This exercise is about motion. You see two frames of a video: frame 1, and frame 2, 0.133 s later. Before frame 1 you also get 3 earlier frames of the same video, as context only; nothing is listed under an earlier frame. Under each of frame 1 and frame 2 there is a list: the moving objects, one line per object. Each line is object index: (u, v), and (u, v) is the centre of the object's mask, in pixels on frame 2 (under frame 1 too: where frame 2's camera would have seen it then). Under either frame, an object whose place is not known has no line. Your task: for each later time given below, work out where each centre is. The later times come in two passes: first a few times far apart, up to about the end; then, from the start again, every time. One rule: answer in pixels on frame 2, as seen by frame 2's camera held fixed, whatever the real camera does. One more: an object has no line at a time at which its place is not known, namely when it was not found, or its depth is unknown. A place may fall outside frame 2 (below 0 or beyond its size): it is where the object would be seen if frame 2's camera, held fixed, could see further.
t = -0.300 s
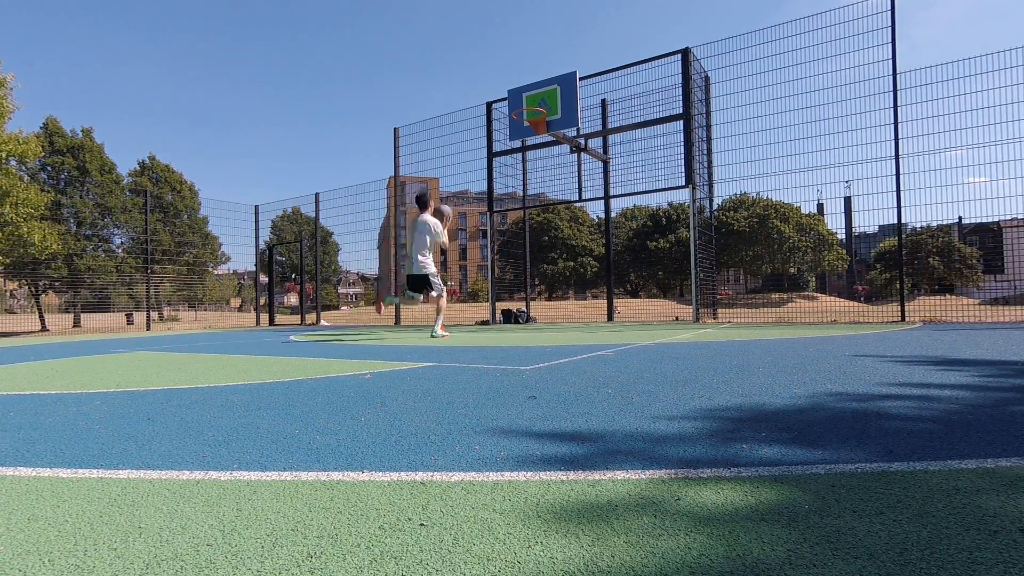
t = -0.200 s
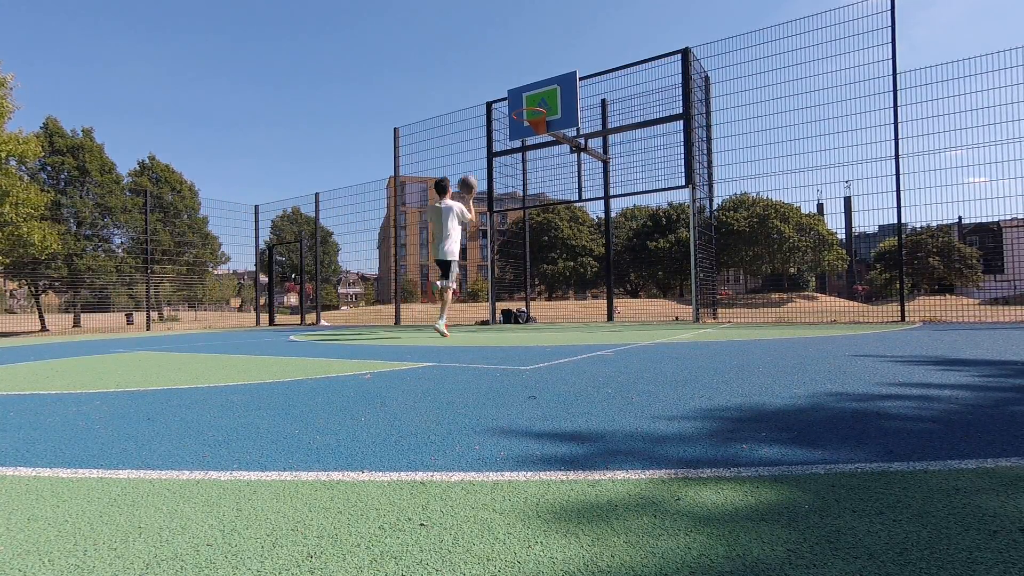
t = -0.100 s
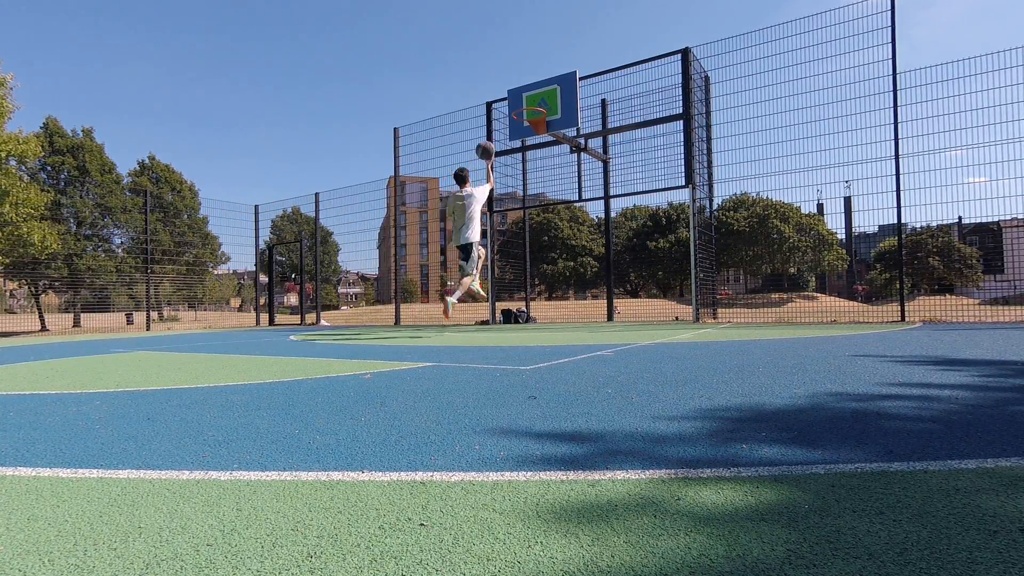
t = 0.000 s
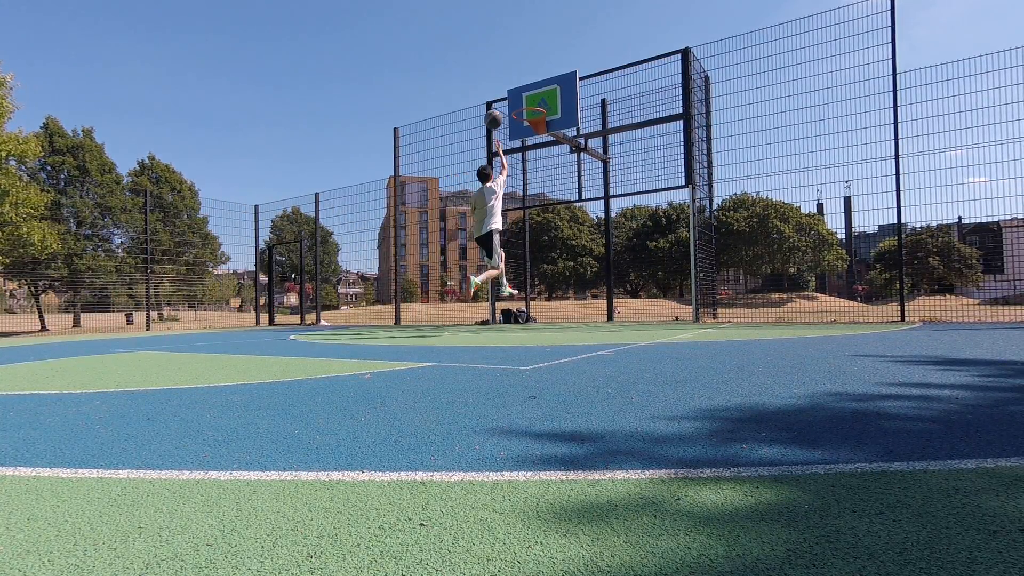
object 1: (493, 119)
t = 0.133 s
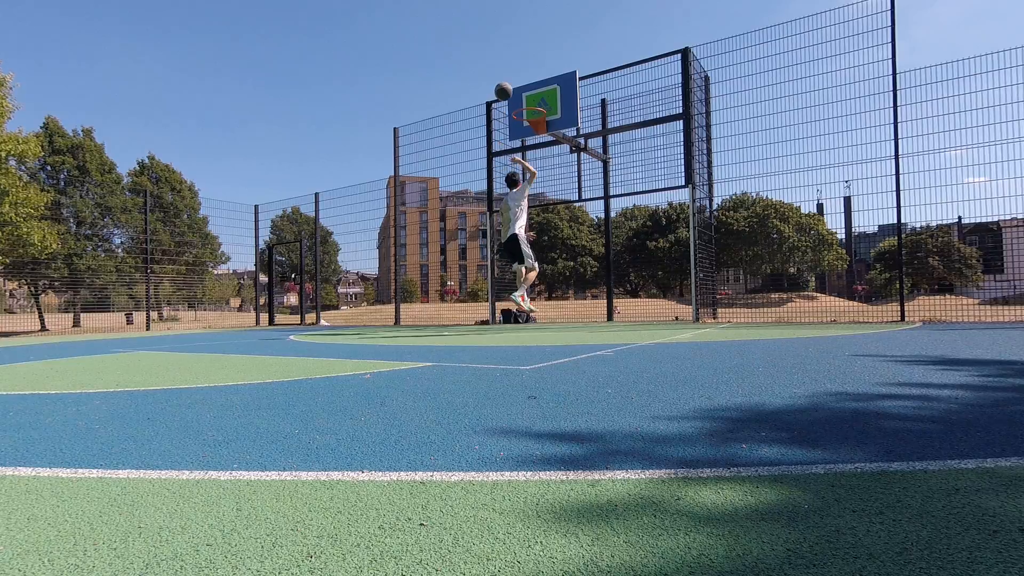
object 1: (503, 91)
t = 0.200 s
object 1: (508, 83)
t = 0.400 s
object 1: (523, 76)
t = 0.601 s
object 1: (538, 96)
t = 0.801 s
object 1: (541, 95)
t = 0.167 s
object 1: (506, 87)
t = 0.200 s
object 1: (508, 83)
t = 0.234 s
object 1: (511, 80)
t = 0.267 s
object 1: (513, 77)
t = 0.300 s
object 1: (516, 76)
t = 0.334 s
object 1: (518, 75)
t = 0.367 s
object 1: (521, 75)
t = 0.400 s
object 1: (523, 76)
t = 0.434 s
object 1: (526, 77)
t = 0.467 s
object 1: (528, 80)
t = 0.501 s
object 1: (531, 83)
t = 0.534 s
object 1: (533, 87)
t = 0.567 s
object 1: (536, 91)
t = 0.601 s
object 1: (538, 96)
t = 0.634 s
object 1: (540, 101)
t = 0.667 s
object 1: (544, 106)
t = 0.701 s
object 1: (545, 105)
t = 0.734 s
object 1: (544, 102)
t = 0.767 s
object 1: (543, 97)
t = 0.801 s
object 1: (541, 95)
